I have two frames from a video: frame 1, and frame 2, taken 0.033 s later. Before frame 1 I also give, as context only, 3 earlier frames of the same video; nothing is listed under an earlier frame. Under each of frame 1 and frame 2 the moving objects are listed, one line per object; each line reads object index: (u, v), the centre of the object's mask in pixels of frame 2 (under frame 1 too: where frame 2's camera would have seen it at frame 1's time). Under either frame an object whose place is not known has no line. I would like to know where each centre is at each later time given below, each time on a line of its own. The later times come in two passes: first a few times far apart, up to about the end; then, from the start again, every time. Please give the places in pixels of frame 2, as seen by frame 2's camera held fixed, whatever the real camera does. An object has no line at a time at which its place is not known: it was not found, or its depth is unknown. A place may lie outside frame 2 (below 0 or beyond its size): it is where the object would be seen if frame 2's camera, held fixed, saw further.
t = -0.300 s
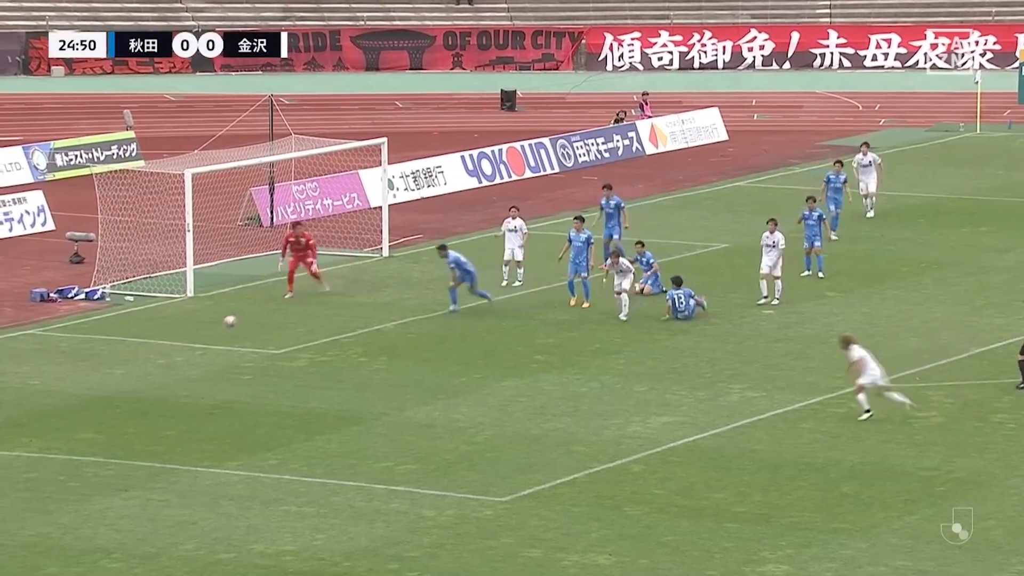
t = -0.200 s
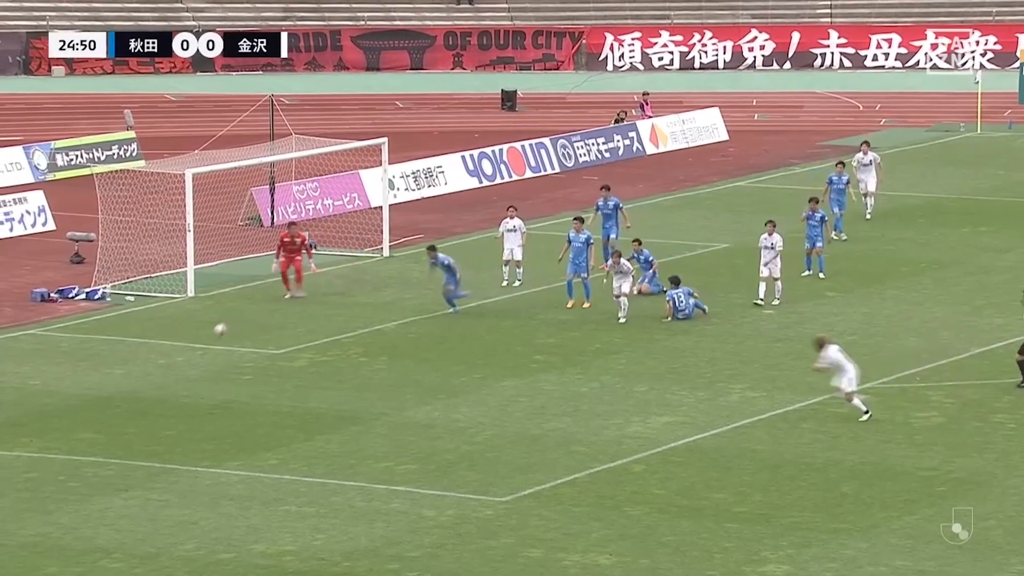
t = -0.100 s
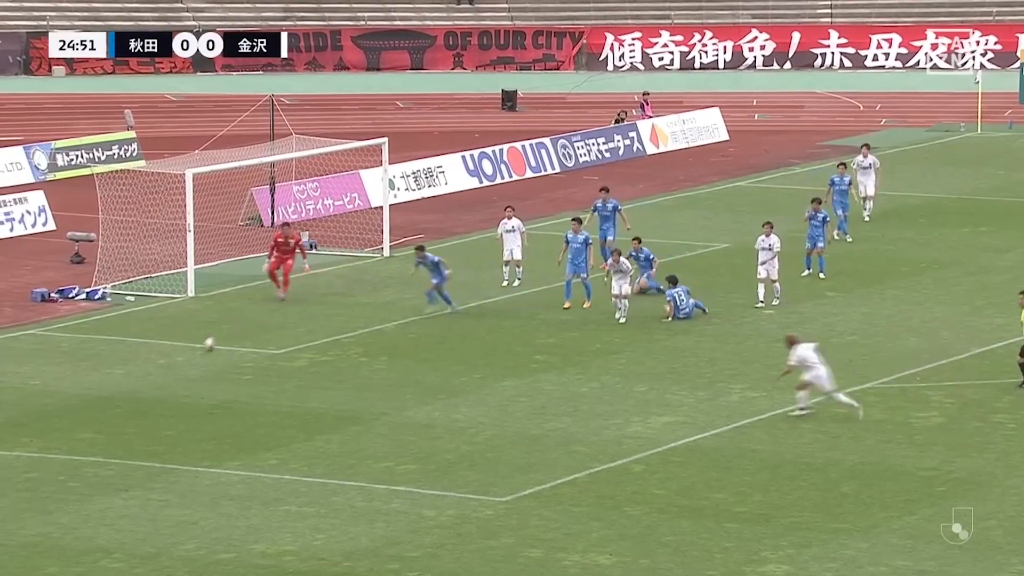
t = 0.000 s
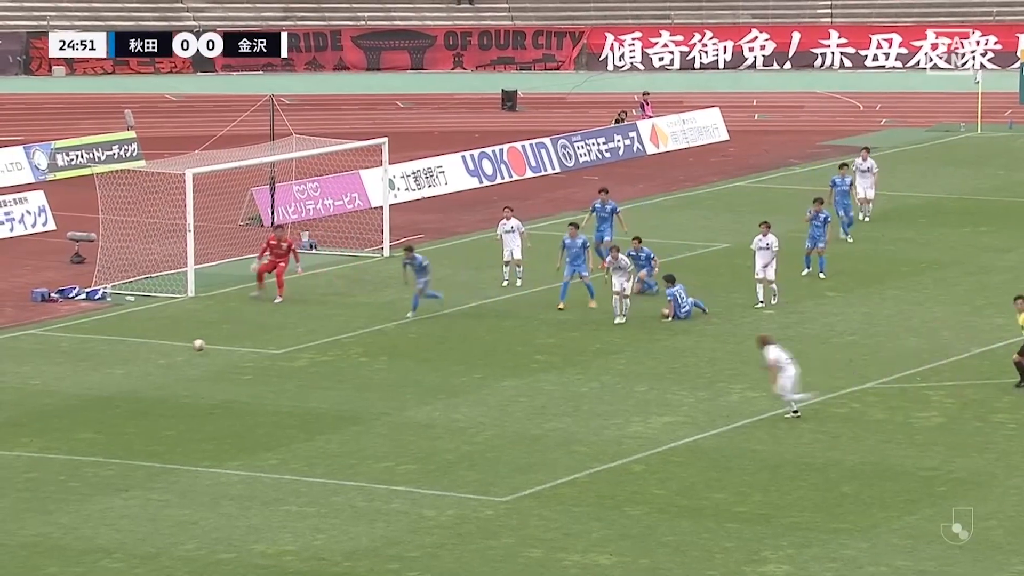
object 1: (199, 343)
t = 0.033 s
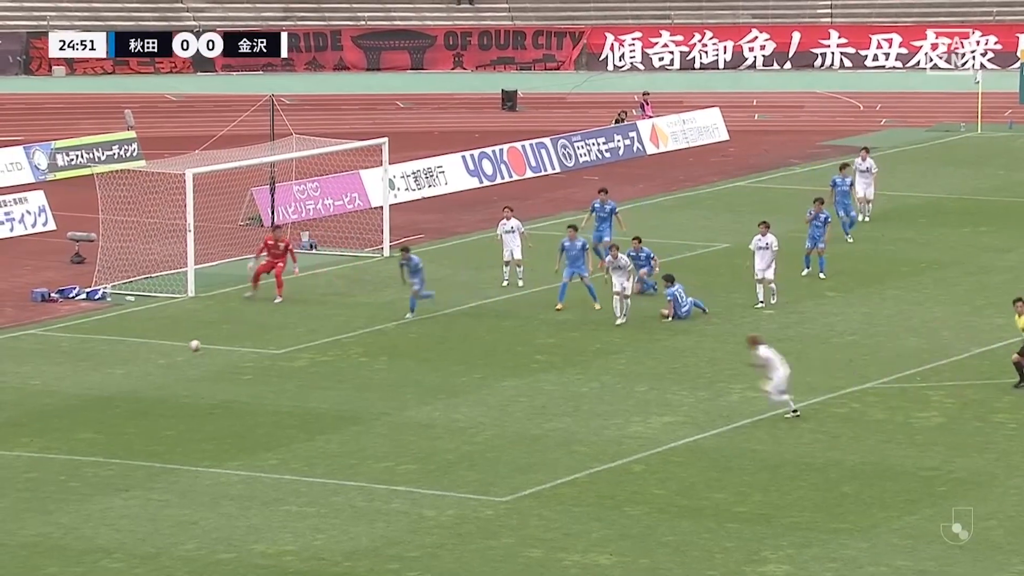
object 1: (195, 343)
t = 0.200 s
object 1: (176, 356)
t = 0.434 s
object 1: (149, 366)
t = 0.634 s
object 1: (125, 375)
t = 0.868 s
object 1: (98, 389)
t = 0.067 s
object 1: (191, 345)
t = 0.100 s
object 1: (187, 347)
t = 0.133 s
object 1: (184, 349)
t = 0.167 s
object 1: (180, 352)
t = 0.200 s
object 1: (176, 356)
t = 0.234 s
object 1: (172, 360)
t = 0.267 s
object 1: (168, 361)
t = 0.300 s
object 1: (165, 360)
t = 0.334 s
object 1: (160, 360)
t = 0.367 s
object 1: (157, 362)
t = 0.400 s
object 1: (153, 363)
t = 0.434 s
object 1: (149, 366)
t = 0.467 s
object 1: (145, 369)
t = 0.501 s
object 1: (141, 372)
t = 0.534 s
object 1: (137, 374)
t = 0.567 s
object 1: (133, 374)
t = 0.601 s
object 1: (129, 374)
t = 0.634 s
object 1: (125, 375)
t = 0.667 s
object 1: (121, 376)
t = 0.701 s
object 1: (117, 378)
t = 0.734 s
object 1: (114, 381)
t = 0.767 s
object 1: (110, 385)
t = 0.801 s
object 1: (105, 387)
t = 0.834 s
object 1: (102, 388)
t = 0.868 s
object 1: (98, 389)
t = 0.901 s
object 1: (93, 391)
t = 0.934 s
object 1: (90, 394)
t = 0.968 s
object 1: (85, 395)
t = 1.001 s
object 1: (81, 397)
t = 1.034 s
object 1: (77, 399)
